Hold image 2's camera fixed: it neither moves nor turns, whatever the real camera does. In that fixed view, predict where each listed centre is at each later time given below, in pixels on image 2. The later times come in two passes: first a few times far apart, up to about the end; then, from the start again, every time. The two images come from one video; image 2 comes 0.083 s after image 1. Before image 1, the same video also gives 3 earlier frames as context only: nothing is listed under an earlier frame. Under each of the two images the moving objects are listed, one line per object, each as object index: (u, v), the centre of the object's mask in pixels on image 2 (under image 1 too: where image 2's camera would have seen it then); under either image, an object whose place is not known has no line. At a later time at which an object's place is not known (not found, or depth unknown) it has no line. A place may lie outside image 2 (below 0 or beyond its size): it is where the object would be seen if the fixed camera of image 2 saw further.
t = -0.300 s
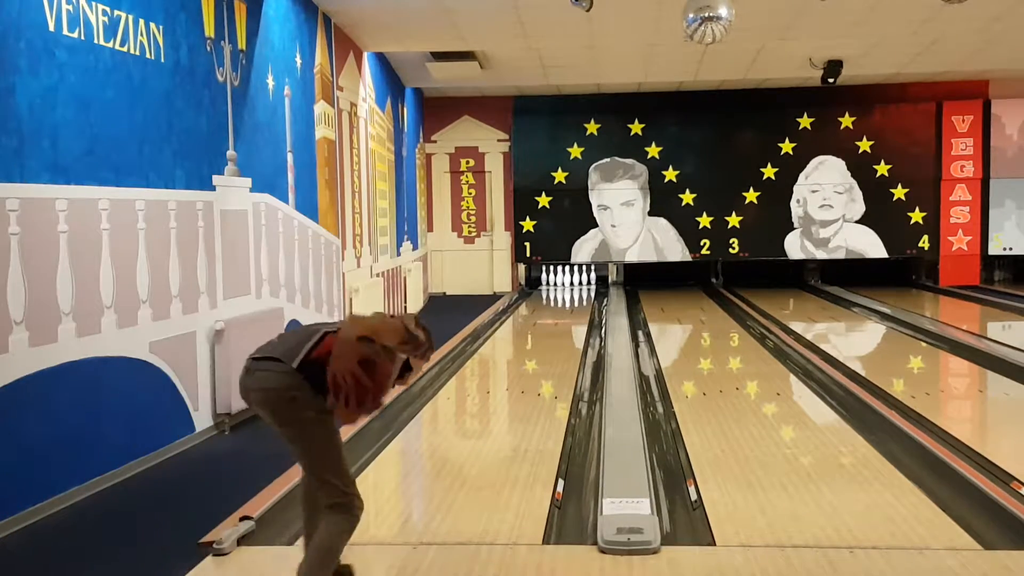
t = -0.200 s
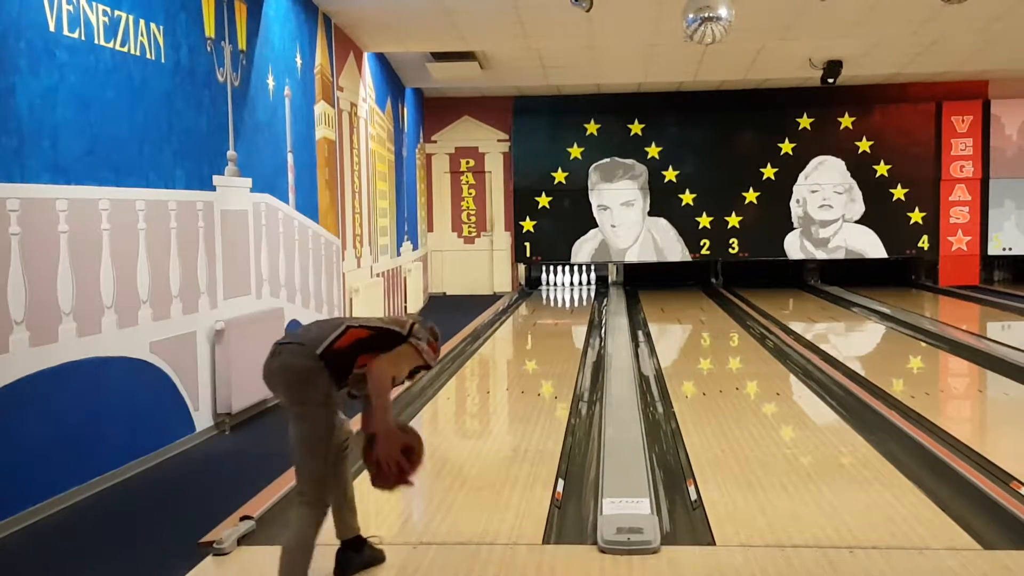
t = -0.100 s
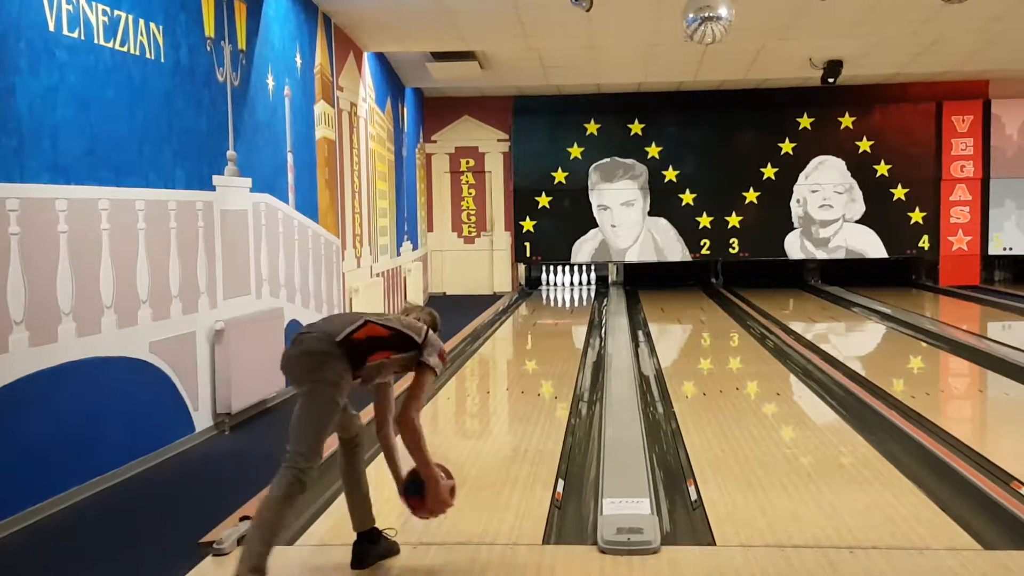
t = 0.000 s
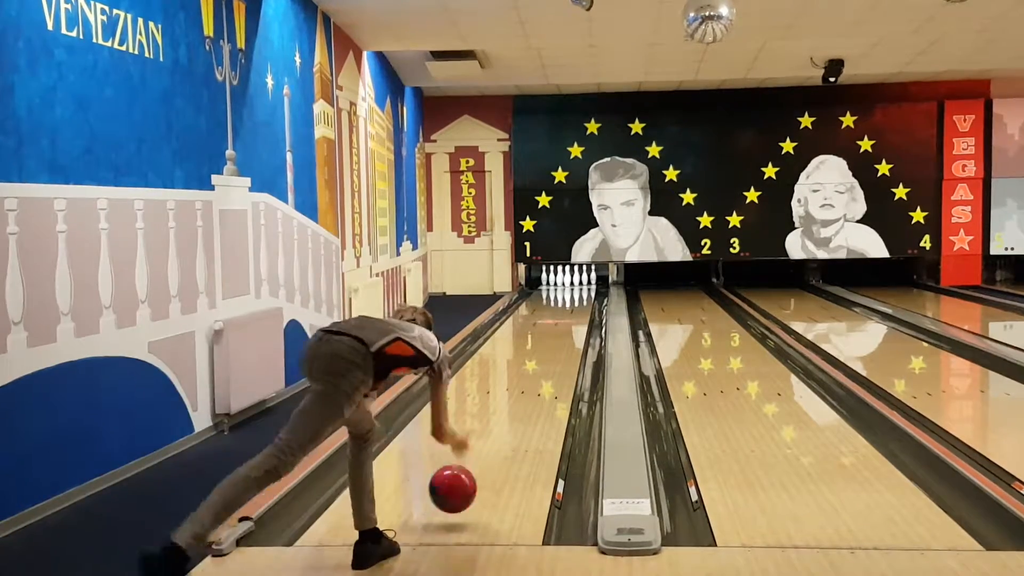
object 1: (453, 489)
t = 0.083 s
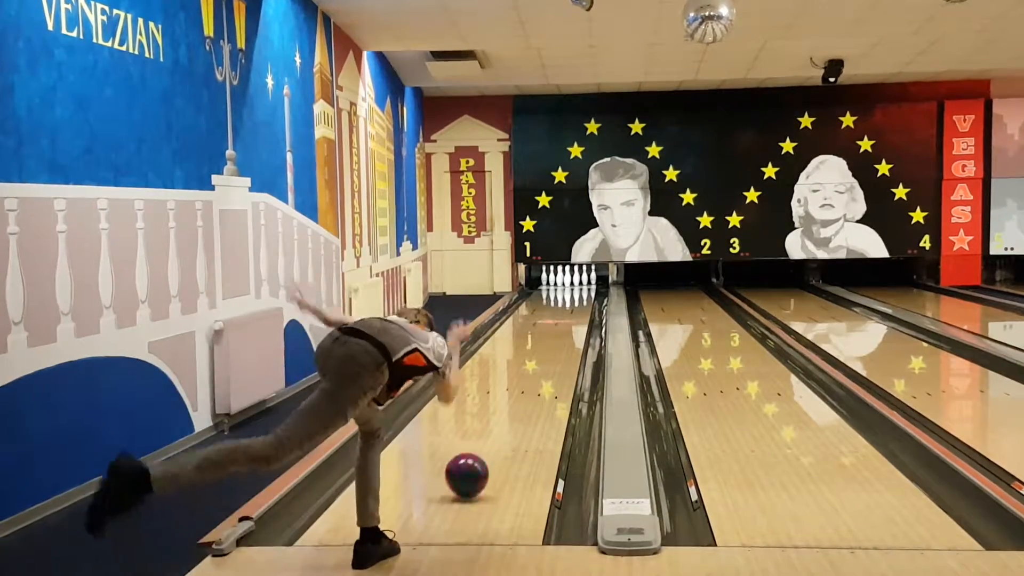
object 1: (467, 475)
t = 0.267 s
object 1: (489, 436)
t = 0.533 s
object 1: (512, 395)
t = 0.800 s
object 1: (527, 367)
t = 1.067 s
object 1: (538, 346)
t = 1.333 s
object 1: (545, 330)
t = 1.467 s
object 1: (549, 324)
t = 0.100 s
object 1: (469, 471)
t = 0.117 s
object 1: (471, 467)
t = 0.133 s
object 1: (473, 463)
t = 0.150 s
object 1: (476, 460)
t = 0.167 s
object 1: (478, 457)
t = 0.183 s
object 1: (480, 454)
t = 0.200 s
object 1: (482, 450)
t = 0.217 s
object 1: (484, 447)
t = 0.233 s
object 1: (486, 443)
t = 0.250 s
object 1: (488, 440)
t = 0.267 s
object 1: (489, 436)
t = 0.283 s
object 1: (491, 433)
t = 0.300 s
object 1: (493, 430)
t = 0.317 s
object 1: (494, 427)
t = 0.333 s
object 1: (496, 424)
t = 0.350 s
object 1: (497, 422)
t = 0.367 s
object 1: (499, 419)
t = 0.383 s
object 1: (501, 416)
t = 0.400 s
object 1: (502, 414)
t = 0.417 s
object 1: (503, 411)
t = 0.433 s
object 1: (505, 408)
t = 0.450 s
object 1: (506, 406)
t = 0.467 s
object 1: (507, 404)
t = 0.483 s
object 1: (509, 401)
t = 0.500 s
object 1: (510, 399)
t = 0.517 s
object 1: (511, 397)
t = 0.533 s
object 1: (512, 395)
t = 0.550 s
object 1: (513, 393)
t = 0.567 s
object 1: (514, 391)
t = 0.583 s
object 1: (515, 389)
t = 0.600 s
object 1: (516, 387)
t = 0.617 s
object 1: (517, 385)
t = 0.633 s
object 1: (518, 383)
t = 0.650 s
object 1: (519, 381)
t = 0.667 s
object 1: (520, 379)
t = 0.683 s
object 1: (521, 378)
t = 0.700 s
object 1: (522, 376)
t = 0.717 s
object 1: (523, 374)
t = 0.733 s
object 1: (524, 373)
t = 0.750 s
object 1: (524, 371)
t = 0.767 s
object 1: (525, 370)
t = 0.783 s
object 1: (526, 368)
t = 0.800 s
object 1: (527, 367)
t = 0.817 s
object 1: (528, 365)
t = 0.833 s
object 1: (529, 364)
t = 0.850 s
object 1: (529, 362)
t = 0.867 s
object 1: (530, 361)
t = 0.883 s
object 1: (531, 359)
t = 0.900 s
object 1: (531, 358)
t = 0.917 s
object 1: (532, 356)
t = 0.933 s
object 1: (533, 355)
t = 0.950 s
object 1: (533, 354)
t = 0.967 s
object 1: (534, 353)
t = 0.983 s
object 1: (535, 352)
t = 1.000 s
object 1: (535, 351)
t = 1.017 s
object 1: (536, 349)
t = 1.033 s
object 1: (536, 348)
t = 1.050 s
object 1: (537, 347)
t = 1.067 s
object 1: (538, 346)
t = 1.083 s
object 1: (538, 345)
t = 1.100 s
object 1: (539, 343)
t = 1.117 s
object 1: (539, 342)
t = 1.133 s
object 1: (540, 341)
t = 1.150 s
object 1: (540, 340)
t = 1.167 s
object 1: (540, 339)
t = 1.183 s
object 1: (541, 339)
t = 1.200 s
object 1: (542, 338)
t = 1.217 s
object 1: (542, 337)
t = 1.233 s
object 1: (543, 336)
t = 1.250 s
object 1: (543, 335)
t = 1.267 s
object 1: (544, 333)
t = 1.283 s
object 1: (544, 332)
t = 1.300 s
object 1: (544, 332)
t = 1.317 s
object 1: (545, 331)
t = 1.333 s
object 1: (545, 330)
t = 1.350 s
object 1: (546, 329)
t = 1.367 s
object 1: (546, 328)
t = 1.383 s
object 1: (547, 327)
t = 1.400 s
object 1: (547, 327)
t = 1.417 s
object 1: (548, 326)
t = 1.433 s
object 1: (548, 325)
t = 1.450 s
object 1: (548, 324)
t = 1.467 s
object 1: (549, 324)
